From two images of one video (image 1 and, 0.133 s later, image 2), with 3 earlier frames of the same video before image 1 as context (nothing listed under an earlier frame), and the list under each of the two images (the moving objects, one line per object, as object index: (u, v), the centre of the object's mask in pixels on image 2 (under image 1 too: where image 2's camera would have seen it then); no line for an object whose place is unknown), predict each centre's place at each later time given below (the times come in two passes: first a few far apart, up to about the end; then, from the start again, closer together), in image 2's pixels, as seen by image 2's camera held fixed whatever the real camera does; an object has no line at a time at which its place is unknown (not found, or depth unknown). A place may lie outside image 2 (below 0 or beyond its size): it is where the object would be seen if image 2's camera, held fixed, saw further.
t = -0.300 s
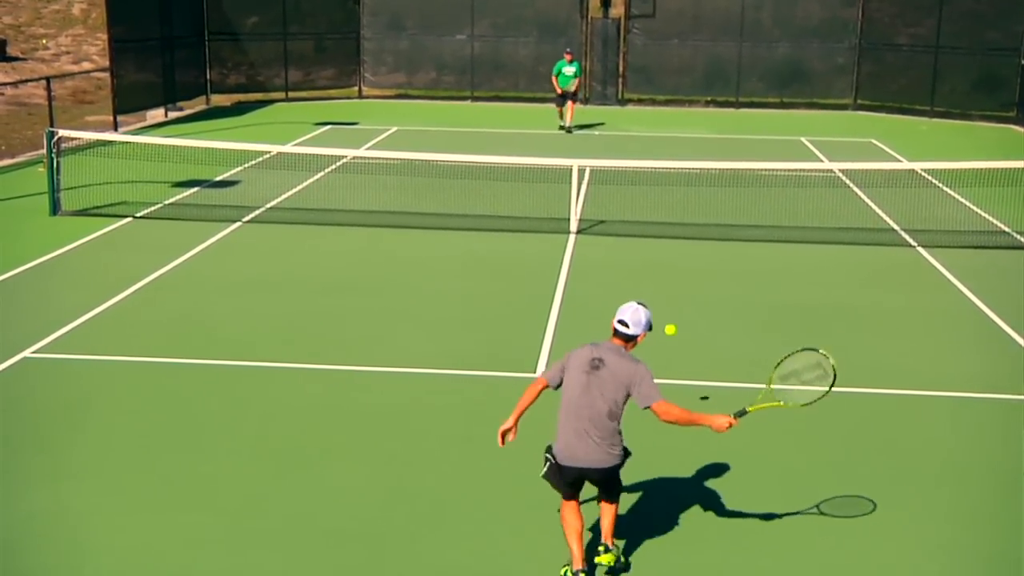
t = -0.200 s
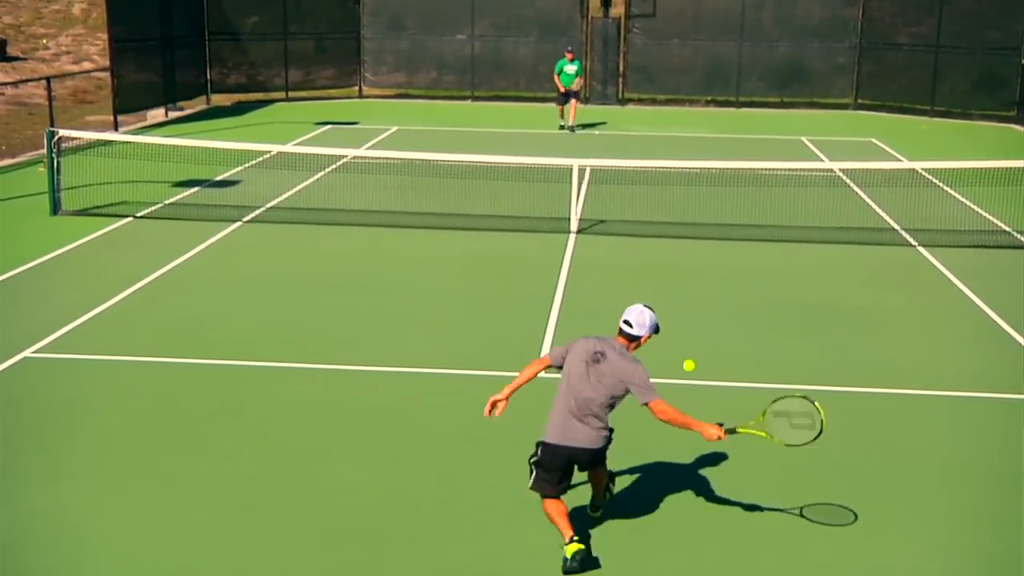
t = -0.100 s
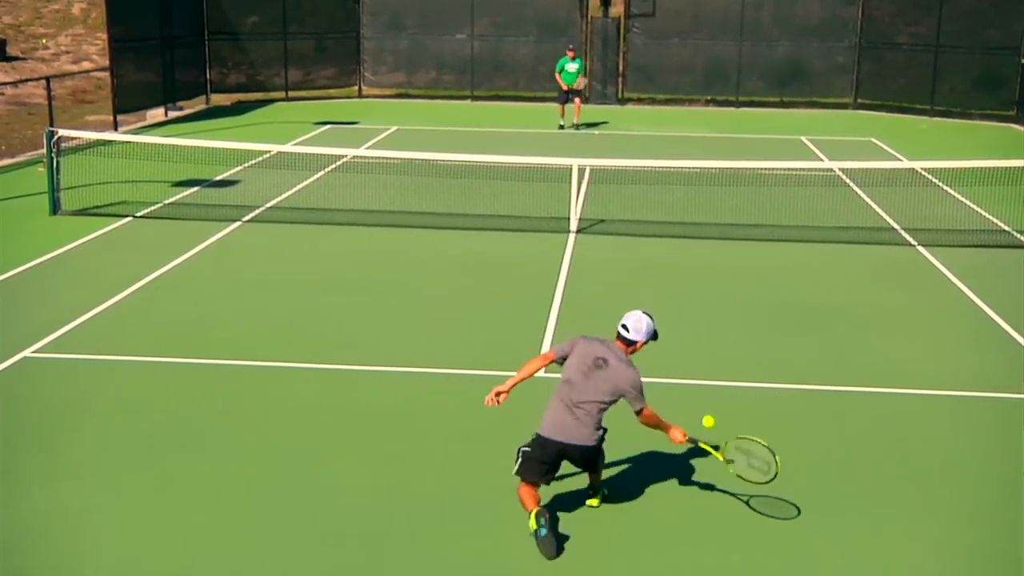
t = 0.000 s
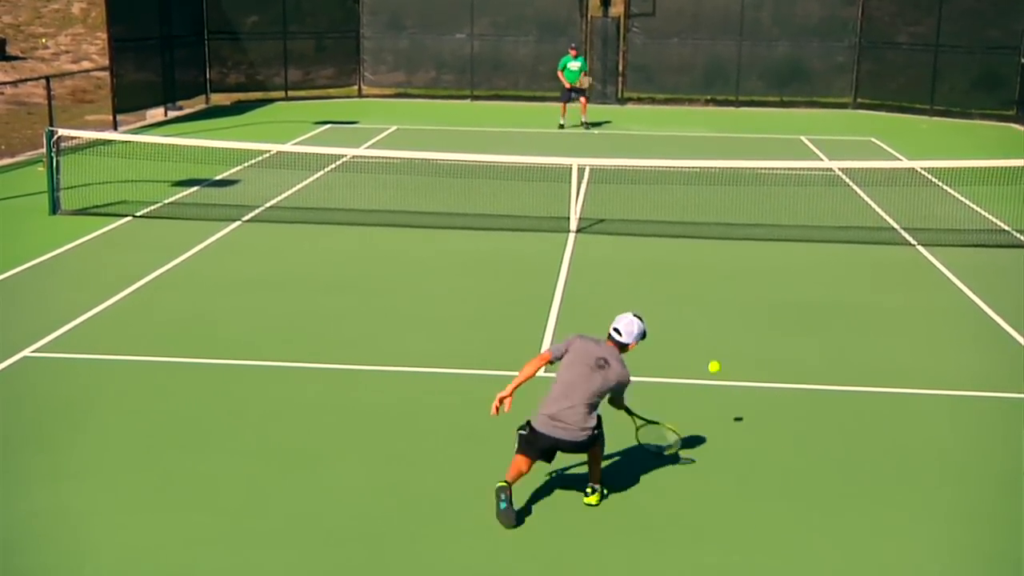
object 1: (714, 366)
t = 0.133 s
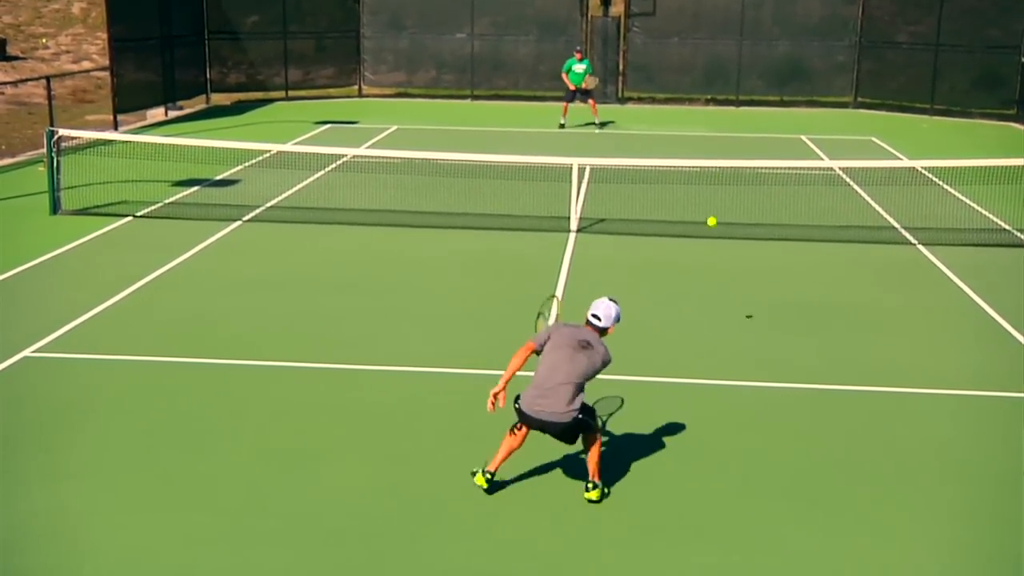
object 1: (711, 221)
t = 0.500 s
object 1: (719, 90)
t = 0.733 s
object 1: (726, 88)
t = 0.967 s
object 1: (731, 114)
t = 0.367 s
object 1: (716, 112)
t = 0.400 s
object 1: (717, 104)
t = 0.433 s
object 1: (717, 98)
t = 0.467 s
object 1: (718, 94)
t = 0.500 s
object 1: (719, 90)
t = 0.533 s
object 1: (720, 88)
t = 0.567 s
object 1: (722, 86)
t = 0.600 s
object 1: (722, 85)
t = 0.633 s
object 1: (723, 85)
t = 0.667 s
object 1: (724, 85)
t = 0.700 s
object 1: (725, 86)
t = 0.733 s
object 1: (726, 88)
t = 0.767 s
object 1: (726, 91)
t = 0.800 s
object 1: (727, 94)
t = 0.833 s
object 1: (728, 97)
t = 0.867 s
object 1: (729, 101)
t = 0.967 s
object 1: (731, 114)
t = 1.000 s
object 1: (732, 120)
